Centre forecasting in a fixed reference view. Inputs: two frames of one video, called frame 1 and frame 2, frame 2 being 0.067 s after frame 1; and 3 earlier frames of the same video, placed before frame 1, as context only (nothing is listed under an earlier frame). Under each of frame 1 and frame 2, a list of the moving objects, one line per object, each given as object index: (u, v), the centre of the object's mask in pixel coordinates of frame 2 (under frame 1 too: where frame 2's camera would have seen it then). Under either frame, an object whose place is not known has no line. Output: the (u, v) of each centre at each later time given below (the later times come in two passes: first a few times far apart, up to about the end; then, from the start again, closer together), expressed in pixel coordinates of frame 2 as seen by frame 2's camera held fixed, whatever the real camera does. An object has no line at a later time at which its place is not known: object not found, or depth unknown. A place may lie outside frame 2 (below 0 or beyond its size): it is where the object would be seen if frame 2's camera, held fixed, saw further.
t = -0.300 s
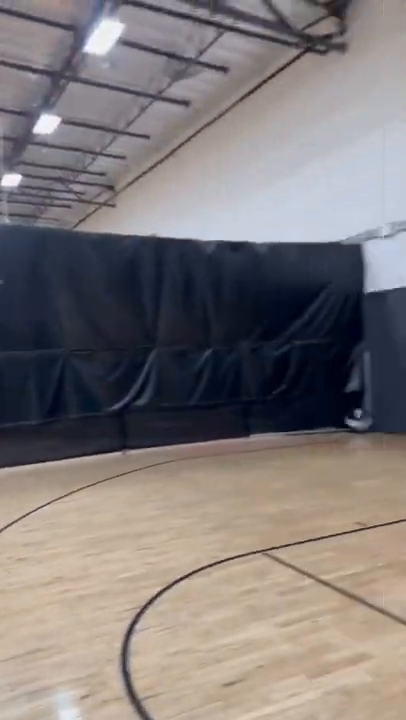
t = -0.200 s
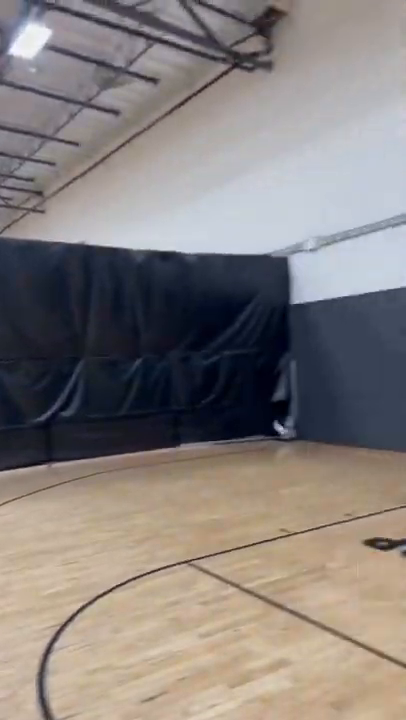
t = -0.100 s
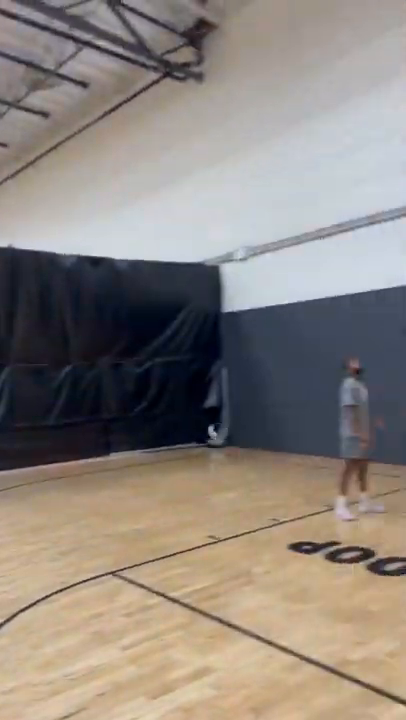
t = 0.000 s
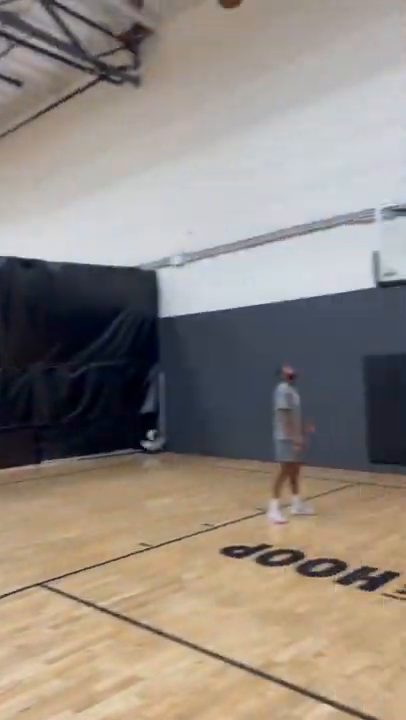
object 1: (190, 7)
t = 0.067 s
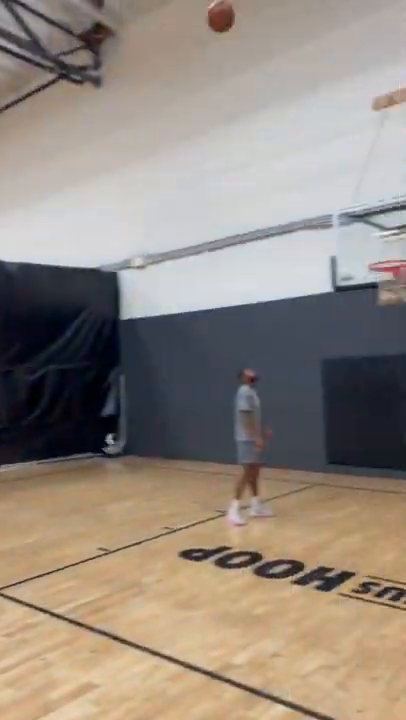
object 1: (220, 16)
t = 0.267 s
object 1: (296, 91)
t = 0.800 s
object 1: (383, 330)
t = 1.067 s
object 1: (362, 454)
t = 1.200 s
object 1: (349, 467)
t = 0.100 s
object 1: (234, 27)
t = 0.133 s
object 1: (248, 39)
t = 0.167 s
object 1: (261, 51)
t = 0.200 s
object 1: (273, 65)
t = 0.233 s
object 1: (285, 78)
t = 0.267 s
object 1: (296, 91)
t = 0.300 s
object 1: (307, 106)
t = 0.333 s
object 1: (317, 121)
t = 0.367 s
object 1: (327, 136)
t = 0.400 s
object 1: (337, 151)
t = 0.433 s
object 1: (346, 168)
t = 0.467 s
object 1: (355, 184)
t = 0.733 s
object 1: (389, 306)
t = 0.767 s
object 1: (385, 317)
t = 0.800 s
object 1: (383, 330)
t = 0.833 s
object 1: (380, 344)
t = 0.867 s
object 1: (376, 358)
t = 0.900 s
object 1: (375, 372)
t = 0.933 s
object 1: (372, 388)
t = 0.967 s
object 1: (369, 403)
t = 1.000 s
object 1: (367, 420)
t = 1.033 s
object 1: (364, 437)
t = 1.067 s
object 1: (362, 454)
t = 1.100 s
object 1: (360, 471)
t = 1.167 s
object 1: (355, 483)
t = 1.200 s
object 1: (349, 467)
